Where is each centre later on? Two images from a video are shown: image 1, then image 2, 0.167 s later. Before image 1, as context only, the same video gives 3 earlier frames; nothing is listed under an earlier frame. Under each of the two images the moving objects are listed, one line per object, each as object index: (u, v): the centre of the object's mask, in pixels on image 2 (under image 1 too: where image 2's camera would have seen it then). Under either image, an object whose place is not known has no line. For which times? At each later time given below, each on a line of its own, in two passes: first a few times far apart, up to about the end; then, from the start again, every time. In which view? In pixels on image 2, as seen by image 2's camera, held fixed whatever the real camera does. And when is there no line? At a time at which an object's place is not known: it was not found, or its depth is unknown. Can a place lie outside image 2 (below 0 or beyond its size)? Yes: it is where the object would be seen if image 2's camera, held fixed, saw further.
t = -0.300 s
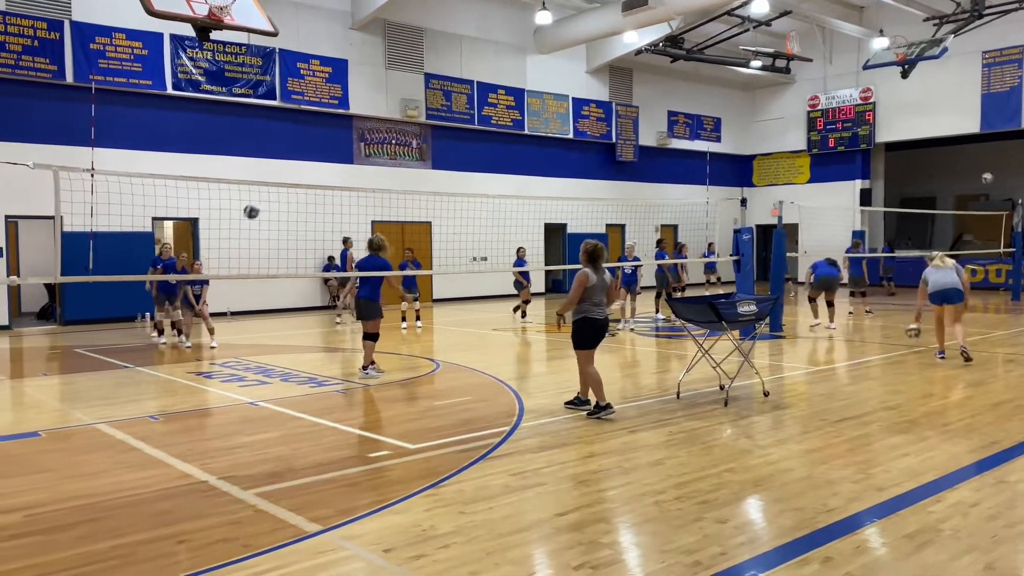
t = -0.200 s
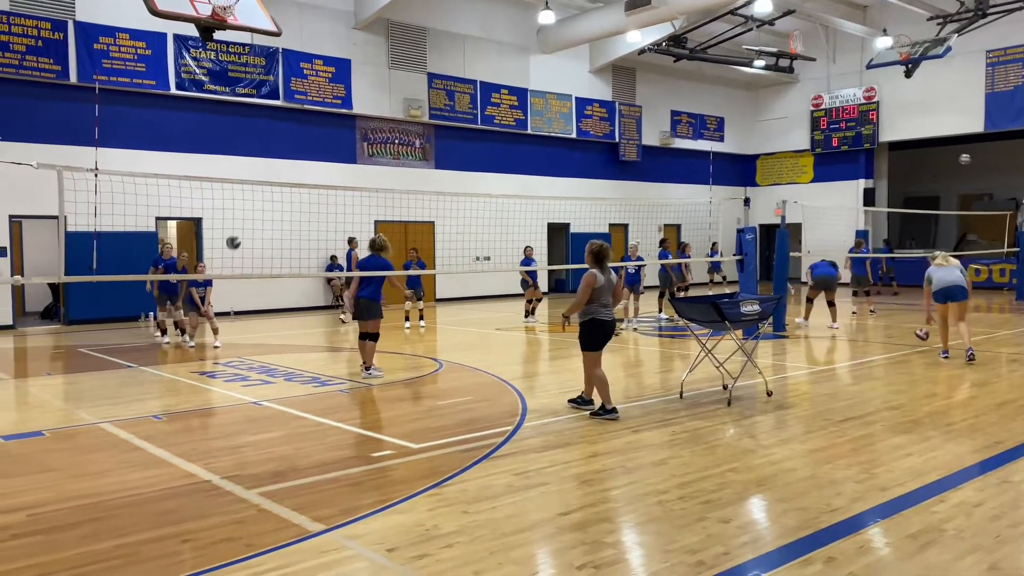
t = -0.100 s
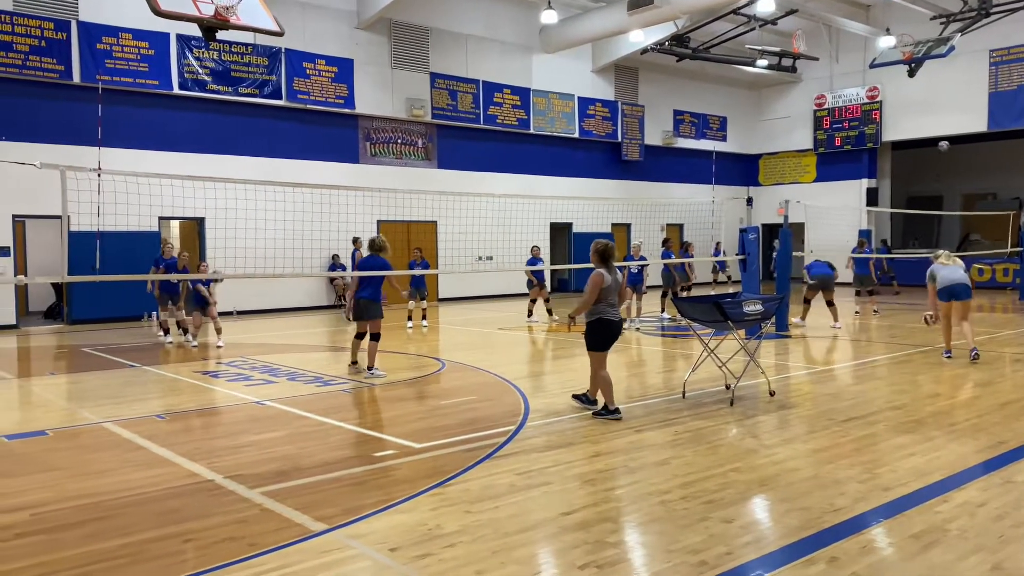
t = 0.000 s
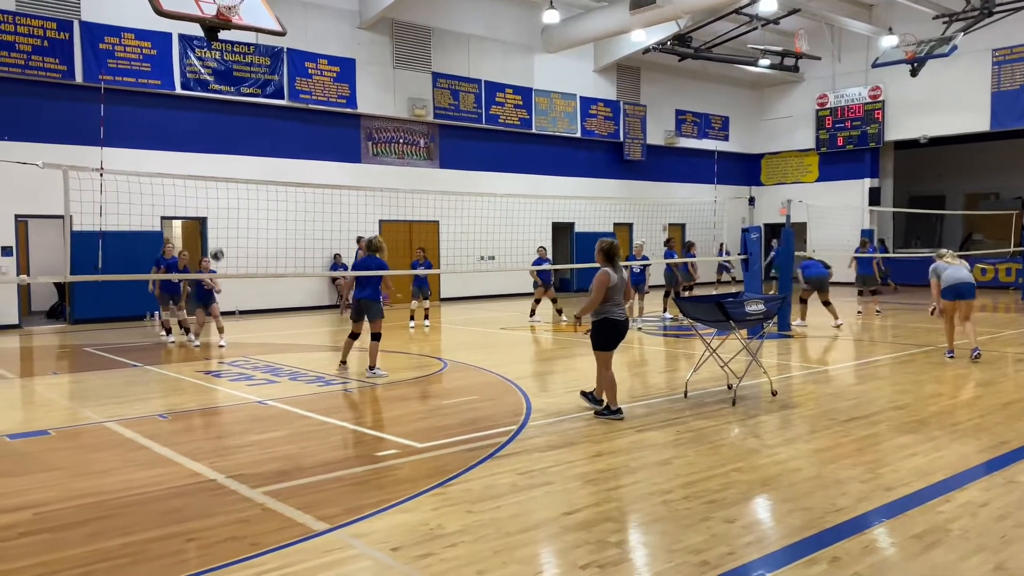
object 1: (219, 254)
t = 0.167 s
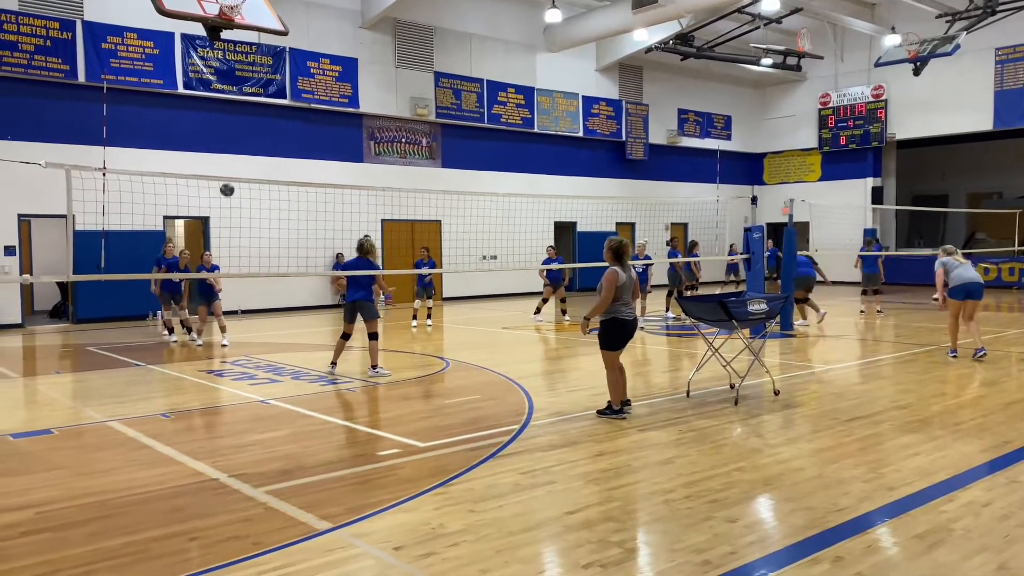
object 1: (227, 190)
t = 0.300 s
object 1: (234, 149)
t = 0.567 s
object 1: (248, 104)
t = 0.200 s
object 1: (229, 181)
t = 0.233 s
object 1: (231, 169)
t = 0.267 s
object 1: (232, 159)
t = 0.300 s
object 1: (234, 149)
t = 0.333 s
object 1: (237, 141)
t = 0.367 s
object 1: (238, 134)
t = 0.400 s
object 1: (239, 127)
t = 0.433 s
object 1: (241, 120)
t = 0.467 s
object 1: (243, 115)
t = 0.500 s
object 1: (245, 111)
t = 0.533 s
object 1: (247, 107)
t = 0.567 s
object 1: (248, 104)
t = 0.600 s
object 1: (251, 102)
